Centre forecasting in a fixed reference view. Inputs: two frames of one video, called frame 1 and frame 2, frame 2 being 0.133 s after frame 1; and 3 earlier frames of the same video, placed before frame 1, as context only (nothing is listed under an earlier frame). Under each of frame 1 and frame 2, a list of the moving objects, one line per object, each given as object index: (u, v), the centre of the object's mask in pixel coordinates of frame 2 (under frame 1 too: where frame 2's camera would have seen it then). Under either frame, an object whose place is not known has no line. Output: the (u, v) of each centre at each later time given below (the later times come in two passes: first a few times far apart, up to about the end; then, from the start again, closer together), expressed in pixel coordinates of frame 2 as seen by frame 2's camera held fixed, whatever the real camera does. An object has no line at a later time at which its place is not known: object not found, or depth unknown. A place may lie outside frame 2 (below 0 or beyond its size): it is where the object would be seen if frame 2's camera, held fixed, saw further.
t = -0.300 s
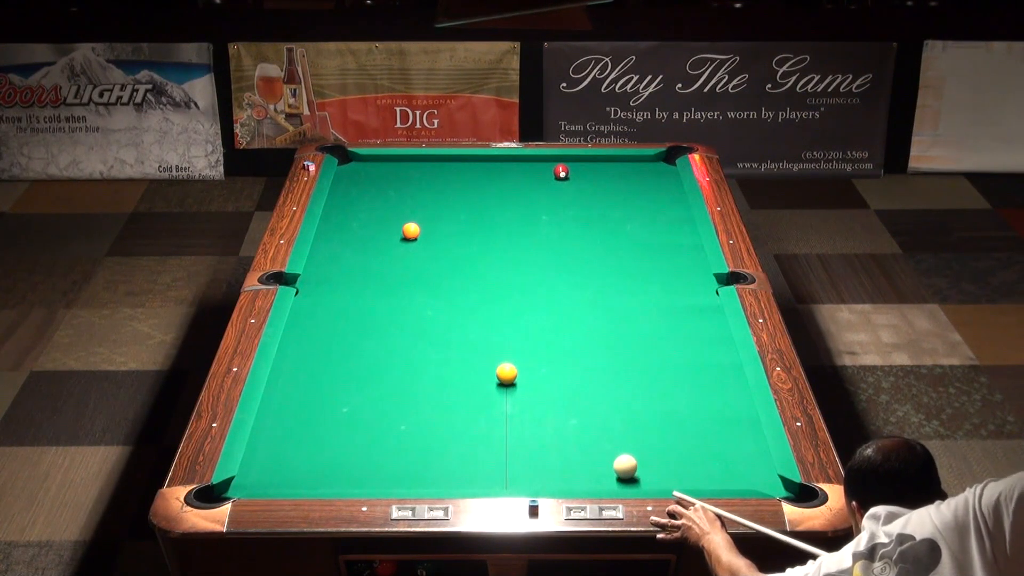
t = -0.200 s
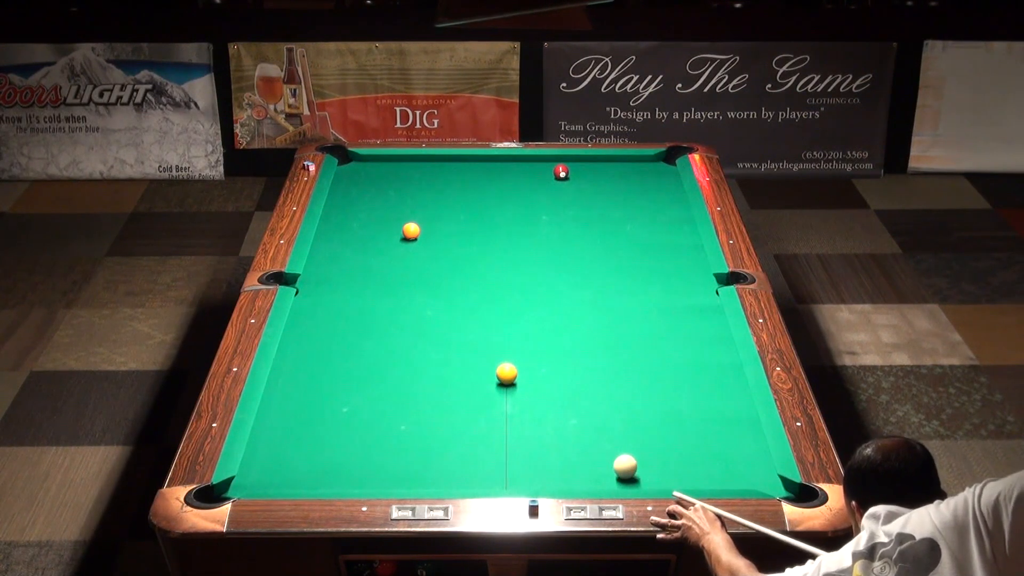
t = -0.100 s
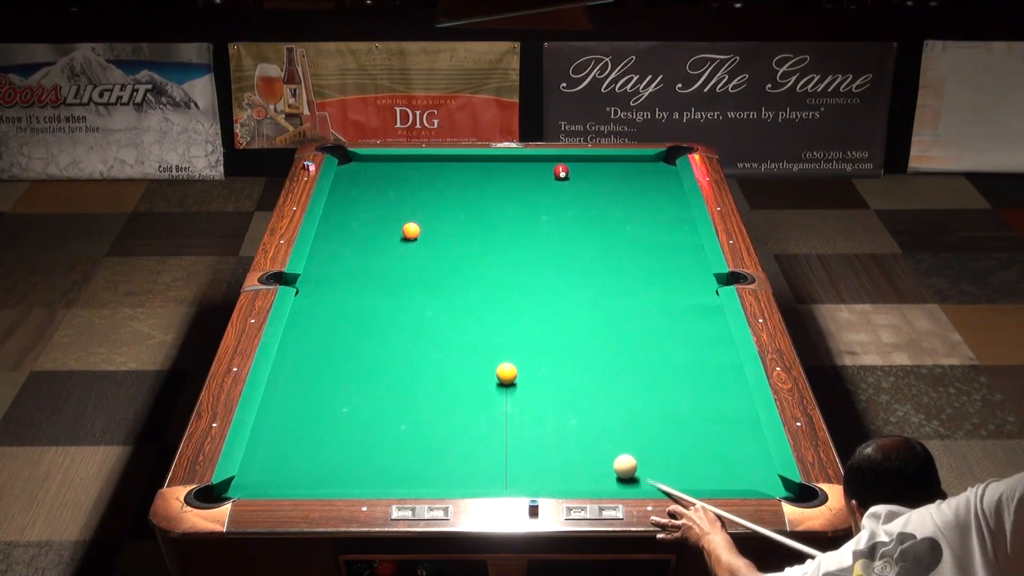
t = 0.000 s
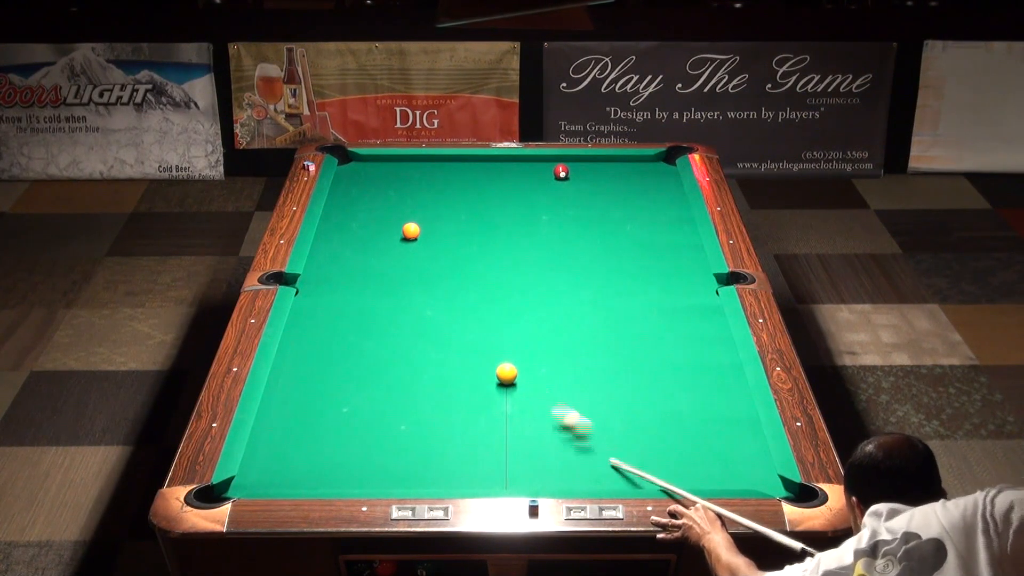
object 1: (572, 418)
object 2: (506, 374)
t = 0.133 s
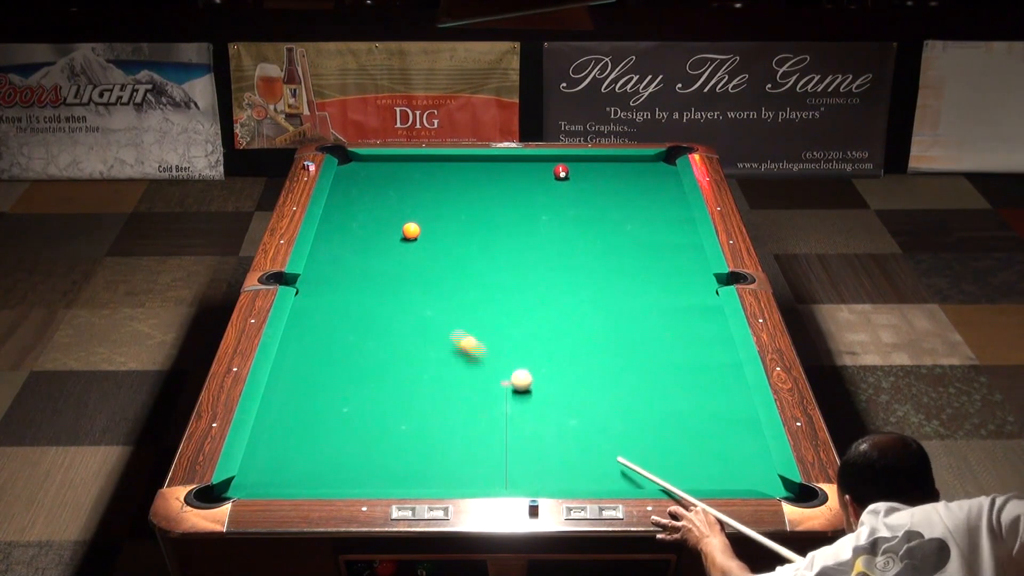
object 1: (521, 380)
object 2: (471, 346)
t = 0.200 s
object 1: (525, 381)
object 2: (431, 319)
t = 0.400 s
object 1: (539, 384)
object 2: (334, 251)
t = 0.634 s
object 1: (554, 388)
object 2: (385, 205)
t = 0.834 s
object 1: (567, 391)
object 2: (431, 174)
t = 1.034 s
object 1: (578, 394)
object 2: (472, 166)
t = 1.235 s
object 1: (588, 397)
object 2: (515, 183)
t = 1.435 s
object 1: (597, 399)
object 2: (560, 200)
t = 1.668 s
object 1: (607, 402)
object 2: (615, 220)
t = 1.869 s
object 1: (614, 404)
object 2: (664, 238)
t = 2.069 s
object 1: (620, 406)
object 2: (686, 256)
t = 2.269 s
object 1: (625, 408)
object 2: (666, 273)
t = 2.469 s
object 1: (629, 409)
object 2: (644, 291)
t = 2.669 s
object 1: (633, 410)
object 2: (623, 309)
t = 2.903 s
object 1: (635, 410)
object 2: (596, 331)
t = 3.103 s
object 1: (637, 411)
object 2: (573, 351)
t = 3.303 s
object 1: (637, 411)
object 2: (549, 372)
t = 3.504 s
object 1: (637, 411)
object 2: (524, 394)
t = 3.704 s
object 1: (637, 411)
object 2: (497, 416)
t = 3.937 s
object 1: (637, 411)
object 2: (465, 444)
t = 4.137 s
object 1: (637, 411)
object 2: (436, 468)
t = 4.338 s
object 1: (637, 411)
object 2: (407, 481)
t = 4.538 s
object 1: (637, 411)
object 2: (382, 471)
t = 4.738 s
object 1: (637, 411)
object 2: (358, 458)
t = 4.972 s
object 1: (637, 411)
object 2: (331, 445)
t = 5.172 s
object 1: (637, 411)
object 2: (311, 435)
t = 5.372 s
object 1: (637, 411)
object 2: (291, 425)
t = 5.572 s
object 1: (637, 411)
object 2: (273, 415)
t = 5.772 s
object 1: (637, 411)
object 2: (278, 408)
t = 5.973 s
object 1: (637, 411)
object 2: (291, 402)
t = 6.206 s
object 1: (637, 411)
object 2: (306, 396)
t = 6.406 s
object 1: (637, 411)
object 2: (317, 390)
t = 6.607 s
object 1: (637, 411)
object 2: (327, 386)
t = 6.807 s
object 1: (637, 411)
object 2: (337, 382)
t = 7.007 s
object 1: (637, 411)
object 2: (346, 378)
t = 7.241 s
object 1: (637, 411)
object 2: (354, 374)
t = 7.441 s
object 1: (637, 411)
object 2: (360, 372)
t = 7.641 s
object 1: (637, 411)
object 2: (365, 370)
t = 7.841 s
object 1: (637, 411)
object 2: (370, 368)
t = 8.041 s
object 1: (637, 411)
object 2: (373, 366)
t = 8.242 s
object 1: (637, 411)
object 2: (376, 365)
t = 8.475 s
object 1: (637, 411)
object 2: (378, 365)
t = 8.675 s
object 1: (637, 411)
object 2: (378, 364)
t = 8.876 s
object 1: (637, 411)
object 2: (378, 364)
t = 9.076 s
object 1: (637, 411)
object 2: (378, 365)
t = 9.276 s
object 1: (637, 411)
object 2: (378, 365)
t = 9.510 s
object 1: (637, 411)
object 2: (378, 365)
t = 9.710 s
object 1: (637, 411)
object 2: (378, 364)
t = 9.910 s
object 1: (637, 411)
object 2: (378, 364)
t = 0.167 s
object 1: (523, 380)
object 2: (450, 332)
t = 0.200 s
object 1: (525, 381)
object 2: (431, 319)
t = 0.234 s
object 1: (528, 381)
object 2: (413, 306)
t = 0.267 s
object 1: (530, 382)
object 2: (395, 294)
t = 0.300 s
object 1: (533, 382)
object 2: (377, 281)
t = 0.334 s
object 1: (535, 383)
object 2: (363, 272)
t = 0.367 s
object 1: (537, 383)
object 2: (348, 260)
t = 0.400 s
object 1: (539, 384)
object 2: (334, 251)
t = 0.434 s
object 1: (541, 385)
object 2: (324, 243)
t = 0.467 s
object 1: (544, 385)
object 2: (331, 235)
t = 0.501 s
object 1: (546, 386)
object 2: (344, 229)
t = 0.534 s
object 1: (548, 386)
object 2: (356, 223)
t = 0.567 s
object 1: (550, 387)
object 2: (366, 217)
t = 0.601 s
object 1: (552, 388)
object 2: (376, 211)
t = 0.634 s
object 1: (554, 388)
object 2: (385, 205)
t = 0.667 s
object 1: (557, 388)
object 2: (393, 200)
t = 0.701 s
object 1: (559, 389)
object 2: (401, 195)
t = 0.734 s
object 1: (561, 390)
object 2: (408, 189)
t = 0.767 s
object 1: (563, 390)
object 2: (416, 184)
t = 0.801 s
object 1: (565, 391)
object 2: (423, 179)
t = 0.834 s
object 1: (567, 391)
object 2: (431, 174)
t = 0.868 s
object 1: (568, 392)
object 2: (437, 169)
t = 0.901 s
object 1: (570, 392)
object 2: (444, 164)
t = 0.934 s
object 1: (572, 392)
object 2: (451, 159)
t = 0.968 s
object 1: (574, 393)
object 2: (458, 160)
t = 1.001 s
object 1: (576, 393)
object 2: (465, 163)
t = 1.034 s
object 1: (578, 394)
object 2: (472, 166)
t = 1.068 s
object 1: (580, 395)
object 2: (479, 170)
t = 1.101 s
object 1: (581, 395)
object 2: (487, 172)
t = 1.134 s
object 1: (583, 396)
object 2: (493, 175)
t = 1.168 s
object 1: (585, 396)
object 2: (501, 178)
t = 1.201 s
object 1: (586, 396)
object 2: (508, 180)
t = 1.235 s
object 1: (588, 397)
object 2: (515, 183)
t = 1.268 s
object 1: (590, 397)
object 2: (523, 186)
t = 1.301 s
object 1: (591, 398)
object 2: (530, 188)
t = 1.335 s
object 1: (593, 398)
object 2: (537, 191)
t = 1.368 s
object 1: (594, 399)
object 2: (545, 194)
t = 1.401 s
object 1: (596, 399)
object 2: (552, 197)
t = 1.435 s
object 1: (597, 399)
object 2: (560, 200)
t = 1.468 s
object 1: (599, 400)
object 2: (567, 202)
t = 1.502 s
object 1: (600, 400)
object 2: (575, 205)
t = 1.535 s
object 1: (601, 401)
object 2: (583, 208)
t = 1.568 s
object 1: (603, 401)
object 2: (591, 210)
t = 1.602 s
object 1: (604, 402)
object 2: (599, 214)
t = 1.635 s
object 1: (605, 402)
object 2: (607, 217)
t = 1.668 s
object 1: (607, 402)
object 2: (615, 220)
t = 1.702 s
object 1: (608, 403)
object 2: (623, 222)
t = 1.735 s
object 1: (609, 403)
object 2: (631, 226)
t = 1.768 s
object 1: (610, 403)
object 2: (639, 229)
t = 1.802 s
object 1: (612, 404)
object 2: (648, 232)
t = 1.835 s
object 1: (613, 404)
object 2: (656, 234)
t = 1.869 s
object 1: (614, 404)
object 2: (664, 238)
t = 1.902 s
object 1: (615, 404)
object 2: (673, 241)
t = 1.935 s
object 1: (616, 405)
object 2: (681, 244)
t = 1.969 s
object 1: (617, 405)
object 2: (690, 247)
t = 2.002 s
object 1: (618, 405)
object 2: (694, 250)
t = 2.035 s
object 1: (619, 406)
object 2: (690, 253)
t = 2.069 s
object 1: (620, 406)
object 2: (686, 256)
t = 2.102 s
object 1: (621, 406)
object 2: (683, 258)
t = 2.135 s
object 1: (622, 406)
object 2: (679, 261)
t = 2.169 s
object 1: (623, 407)
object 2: (676, 264)
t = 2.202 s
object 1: (623, 407)
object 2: (673, 267)
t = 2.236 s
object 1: (624, 407)
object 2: (669, 270)
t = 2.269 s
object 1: (625, 408)
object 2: (666, 273)
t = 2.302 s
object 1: (626, 408)
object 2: (662, 275)
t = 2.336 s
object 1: (626, 408)
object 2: (659, 279)
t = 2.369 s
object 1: (627, 408)
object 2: (655, 282)
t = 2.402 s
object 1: (628, 408)
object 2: (652, 285)
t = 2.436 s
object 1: (629, 409)
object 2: (648, 288)
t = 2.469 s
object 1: (629, 409)
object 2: (644, 291)
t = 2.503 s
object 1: (630, 409)
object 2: (641, 294)
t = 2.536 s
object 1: (630, 409)
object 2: (637, 297)
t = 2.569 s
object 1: (631, 409)
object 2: (633, 300)
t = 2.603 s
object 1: (631, 409)
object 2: (630, 303)
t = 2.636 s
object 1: (632, 409)
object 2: (626, 306)
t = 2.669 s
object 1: (633, 410)
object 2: (623, 309)
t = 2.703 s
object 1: (633, 410)
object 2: (619, 312)
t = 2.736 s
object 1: (633, 410)
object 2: (615, 315)
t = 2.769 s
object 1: (634, 410)
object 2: (612, 319)
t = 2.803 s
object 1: (634, 410)
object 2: (608, 322)
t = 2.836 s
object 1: (635, 410)
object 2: (604, 325)
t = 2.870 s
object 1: (635, 410)
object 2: (600, 328)
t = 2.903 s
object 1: (635, 410)
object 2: (596, 331)
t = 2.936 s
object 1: (635, 410)
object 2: (592, 335)
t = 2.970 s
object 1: (636, 410)
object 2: (588, 338)
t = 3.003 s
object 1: (636, 411)
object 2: (585, 341)
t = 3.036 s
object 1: (636, 411)
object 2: (581, 344)
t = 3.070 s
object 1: (636, 411)
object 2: (577, 348)
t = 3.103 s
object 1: (637, 411)
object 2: (573, 351)
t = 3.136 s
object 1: (637, 411)
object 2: (569, 355)
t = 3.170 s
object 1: (637, 411)
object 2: (565, 358)
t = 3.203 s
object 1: (637, 411)
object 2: (561, 362)
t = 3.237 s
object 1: (637, 411)
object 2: (557, 365)
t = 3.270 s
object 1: (637, 411)
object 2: (553, 369)
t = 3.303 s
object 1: (637, 411)
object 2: (549, 372)
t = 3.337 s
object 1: (637, 411)
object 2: (544, 376)
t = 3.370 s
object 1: (637, 411)
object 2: (540, 379)
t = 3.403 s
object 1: (637, 411)
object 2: (536, 383)
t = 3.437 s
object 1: (637, 411)
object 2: (532, 387)
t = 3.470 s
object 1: (637, 411)
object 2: (527, 390)
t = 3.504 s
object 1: (637, 411)
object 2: (524, 394)
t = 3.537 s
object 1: (637, 411)
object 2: (519, 398)
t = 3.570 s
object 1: (637, 411)
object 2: (514, 402)
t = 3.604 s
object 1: (637, 411)
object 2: (510, 406)
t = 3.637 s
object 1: (637, 411)
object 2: (506, 409)
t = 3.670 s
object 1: (637, 411)
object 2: (502, 413)
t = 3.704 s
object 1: (637, 411)
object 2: (497, 416)
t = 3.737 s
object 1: (637, 411)
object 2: (493, 420)
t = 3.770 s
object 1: (637, 411)
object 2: (488, 424)
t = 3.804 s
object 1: (637, 411)
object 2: (484, 428)
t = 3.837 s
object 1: (637, 411)
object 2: (479, 432)
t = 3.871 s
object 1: (637, 411)
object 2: (474, 436)
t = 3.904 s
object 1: (637, 411)
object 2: (470, 440)
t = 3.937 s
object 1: (637, 411)
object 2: (465, 444)
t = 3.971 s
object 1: (637, 411)
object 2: (460, 448)
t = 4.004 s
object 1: (637, 411)
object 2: (456, 452)
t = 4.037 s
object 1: (637, 411)
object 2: (451, 456)
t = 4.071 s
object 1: (637, 411)
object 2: (446, 460)
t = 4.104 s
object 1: (637, 411)
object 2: (441, 464)
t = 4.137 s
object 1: (637, 411)
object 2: (436, 468)
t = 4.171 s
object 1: (637, 411)
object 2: (432, 472)
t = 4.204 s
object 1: (637, 411)
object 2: (427, 476)
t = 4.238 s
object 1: (637, 411)
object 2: (422, 479)
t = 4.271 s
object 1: (637, 411)
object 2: (417, 481)
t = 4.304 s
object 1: (637, 411)
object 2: (412, 482)
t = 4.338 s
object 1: (637, 411)
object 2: (407, 481)
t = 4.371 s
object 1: (637, 411)
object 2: (403, 480)
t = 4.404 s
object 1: (637, 411)
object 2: (399, 478)
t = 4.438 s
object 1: (637, 411)
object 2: (394, 477)
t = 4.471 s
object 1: (637, 411)
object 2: (390, 474)
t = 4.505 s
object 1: (637, 411)
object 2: (386, 473)
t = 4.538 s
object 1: (637, 411)
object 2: (382, 471)
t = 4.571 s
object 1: (637, 411)
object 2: (378, 468)
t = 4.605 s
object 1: (637, 411)
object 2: (374, 466)
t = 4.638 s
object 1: (637, 411)
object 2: (370, 464)
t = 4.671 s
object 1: (637, 411)
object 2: (365, 463)
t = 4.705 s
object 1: (637, 411)
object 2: (362, 460)
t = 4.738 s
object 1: (637, 411)
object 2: (358, 458)
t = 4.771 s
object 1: (637, 411)
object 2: (354, 457)
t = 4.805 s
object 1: (637, 411)
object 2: (350, 454)
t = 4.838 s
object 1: (637, 411)
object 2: (346, 452)
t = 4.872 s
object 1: (637, 411)
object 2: (342, 451)
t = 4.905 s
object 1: (637, 411)
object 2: (339, 449)
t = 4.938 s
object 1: (637, 411)
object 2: (335, 447)
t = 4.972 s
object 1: (637, 411)
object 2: (331, 445)
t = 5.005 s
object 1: (637, 411)
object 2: (328, 444)
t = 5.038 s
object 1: (637, 411)
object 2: (325, 442)
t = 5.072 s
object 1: (637, 411)
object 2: (321, 440)
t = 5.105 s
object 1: (637, 411)
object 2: (317, 438)
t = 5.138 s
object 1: (637, 411)
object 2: (314, 436)
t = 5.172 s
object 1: (637, 411)
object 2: (311, 435)
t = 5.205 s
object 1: (637, 411)
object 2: (307, 433)
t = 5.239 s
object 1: (637, 411)
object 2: (304, 431)
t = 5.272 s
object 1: (637, 411)
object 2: (301, 429)
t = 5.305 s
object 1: (637, 411)
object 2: (297, 428)
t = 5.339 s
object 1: (637, 411)
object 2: (294, 426)
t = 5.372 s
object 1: (637, 411)
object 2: (291, 425)
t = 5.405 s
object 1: (637, 411)
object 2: (288, 423)
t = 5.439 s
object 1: (637, 411)
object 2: (285, 421)
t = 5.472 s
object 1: (637, 411)
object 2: (282, 420)
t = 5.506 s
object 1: (637, 411)
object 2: (279, 419)
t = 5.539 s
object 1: (637, 411)
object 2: (276, 417)
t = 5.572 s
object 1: (637, 411)
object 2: (273, 415)
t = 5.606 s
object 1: (637, 411)
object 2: (270, 414)
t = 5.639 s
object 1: (637, 411)
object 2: (268, 413)
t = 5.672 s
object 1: (637, 411)
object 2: (270, 412)
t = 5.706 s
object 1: (637, 411)
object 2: (273, 411)
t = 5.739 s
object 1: (637, 411)
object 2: (275, 409)
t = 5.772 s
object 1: (637, 411)
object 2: (278, 408)
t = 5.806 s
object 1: (637, 411)
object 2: (280, 407)
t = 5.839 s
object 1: (637, 411)
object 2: (282, 406)
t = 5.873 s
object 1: (637, 411)
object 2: (284, 405)
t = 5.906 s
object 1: (637, 411)
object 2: (287, 404)
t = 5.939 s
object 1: (637, 411)
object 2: (289, 403)
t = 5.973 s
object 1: (637, 411)
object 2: (291, 402)
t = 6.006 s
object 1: (637, 411)
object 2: (294, 401)
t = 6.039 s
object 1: (637, 411)
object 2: (296, 400)
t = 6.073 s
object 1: (637, 411)
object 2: (298, 399)
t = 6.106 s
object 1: (637, 411)
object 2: (300, 398)
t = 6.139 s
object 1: (637, 411)
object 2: (302, 397)
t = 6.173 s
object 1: (637, 411)
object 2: (304, 397)
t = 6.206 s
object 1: (637, 411)
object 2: (306, 396)
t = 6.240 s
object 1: (637, 411)
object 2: (308, 395)
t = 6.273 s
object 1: (637, 411)
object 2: (310, 394)
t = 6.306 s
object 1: (637, 411)
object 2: (312, 393)
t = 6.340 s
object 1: (637, 411)
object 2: (313, 392)
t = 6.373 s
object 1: (637, 411)
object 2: (315, 391)
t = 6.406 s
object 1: (637, 411)
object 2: (317, 390)
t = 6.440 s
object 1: (637, 411)
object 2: (319, 390)
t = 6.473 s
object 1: (637, 411)
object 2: (321, 389)
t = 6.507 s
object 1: (637, 411)
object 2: (322, 388)
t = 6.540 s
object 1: (637, 411)
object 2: (324, 387)
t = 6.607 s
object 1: (637, 411)
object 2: (327, 386)
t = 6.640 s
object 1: (637, 411)
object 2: (329, 385)
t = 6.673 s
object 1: (637, 411)
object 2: (331, 384)
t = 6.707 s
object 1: (637, 411)
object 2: (332, 384)
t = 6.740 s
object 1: (637, 411)
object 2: (334, 383)
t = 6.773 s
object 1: (637, 411)
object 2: (335, 382)
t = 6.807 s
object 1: (637, 411)
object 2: (337, 382)
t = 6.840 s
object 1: (637, 411)
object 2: (339, 381)
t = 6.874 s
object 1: (637, 411)
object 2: (340, 381)
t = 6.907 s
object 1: (637, 411)
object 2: (341, 380)
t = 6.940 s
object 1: (637, 411)
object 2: (343, 380)
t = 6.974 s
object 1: (637, 411)
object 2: (344, 379)
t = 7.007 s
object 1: (637, 411)
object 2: (346, 378)
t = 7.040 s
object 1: (637, 411)
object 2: (347, 378)
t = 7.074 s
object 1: (637, 411)
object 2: (348, 377)
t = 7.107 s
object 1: (637, 411)
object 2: (349, 376)
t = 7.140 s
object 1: (637, 411)
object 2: (350, 376)
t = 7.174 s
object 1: (637, 411)
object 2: (352, 375)
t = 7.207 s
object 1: (637, 411)
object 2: (353, 375)
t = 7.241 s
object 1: (637, 411)
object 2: (354, 374)
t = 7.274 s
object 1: (637, 411)
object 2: (355, 374)
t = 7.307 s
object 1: (637, 411)
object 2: (356, 373)
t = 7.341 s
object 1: (637, 411)
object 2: (357, 373)
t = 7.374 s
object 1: (637, 411)
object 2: (358, 373)
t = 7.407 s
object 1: (637, 411)
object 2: (359, 372)
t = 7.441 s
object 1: (637, 411)
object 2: (360, 372)
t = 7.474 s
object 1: (637, 411)
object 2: (361, 371)
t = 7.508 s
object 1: (637, 411)
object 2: (362, 371)
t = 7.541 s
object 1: (637, 411)
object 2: (363, 371)
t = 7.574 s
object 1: (637, 411)
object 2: (363, 370)
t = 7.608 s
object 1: (637, 411)
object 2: (364, 370)
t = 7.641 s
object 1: (637, 411)
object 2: (365, 370)
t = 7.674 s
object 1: (637, 411)
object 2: (366, 369)
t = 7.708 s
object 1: (637, 411)
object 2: (367, 369)
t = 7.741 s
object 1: (637, 411)
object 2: (368, 369)
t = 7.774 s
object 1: (637, 411)
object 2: (368, 368)
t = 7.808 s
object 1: (637, 411)
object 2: (369, 368)
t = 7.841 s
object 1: (637, 411)
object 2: (370, 368)
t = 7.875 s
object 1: (637, 411)
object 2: (370, 367)
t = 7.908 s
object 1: (637, 411)
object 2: (371, 367)
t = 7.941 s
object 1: (637, 411)
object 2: (371, 367)
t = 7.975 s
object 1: (637, 411)
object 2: (372, 367)
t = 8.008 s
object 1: (637, 411)
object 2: (373, 367)
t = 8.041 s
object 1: (637, 411)
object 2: (373, 366)
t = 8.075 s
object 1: (637, 411)
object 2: (374, 366)
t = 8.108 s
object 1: (637, 411)
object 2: (374, 366)
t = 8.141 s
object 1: (637, 411)
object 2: (374, 366)
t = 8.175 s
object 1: (637, 411)
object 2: (375, 366)
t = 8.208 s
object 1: (637, 411)
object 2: (375, 365)
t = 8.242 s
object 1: (637, 411)
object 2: (376, 365)
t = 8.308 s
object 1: (637, 411)
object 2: (376, 365)
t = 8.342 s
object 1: (637, 411)
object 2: (377, 365)
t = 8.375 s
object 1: (637, 411)
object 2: (377, 365)
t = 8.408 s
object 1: (637, 411)
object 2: (377, 365)
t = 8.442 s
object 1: (637, 411)
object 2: (377, 365)
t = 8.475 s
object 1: (637, 411)
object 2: (378, 365)
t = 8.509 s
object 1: (637, 411)
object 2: (378, 365)
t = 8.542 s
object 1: (637, 411)
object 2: (378, 364)
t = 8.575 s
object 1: (637, 411)
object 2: (378, 364)
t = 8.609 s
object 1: (637, 411)
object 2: (378, 364)
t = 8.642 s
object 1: (637, 411)
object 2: (378, 364)
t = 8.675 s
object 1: (637, 411)
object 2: (378, 364)
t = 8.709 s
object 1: (637, 411)
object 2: (378, 364)
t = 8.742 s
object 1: (637, 411)
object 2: (378, 364)
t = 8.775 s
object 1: (637, 411)
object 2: (378, 364)
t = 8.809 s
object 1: (637, 411)
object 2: (378, 364)
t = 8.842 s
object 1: (637, 411)
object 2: (378, 364)
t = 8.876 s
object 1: (637, 411)
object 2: (378, 364)
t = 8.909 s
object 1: (637, 411)
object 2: (378, 364)
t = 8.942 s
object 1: (637, 411)
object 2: (378, 364)
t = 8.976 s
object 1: (637, 411)
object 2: (378, 365)
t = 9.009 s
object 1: (637, 411)
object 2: (378, 364)
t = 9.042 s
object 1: (637, 411)
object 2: (378, 365)
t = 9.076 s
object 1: (637, 411)
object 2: (378, 365)
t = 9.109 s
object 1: (637, 411)
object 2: (378, 365)
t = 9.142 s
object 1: (637, 411)
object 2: (378, 365)
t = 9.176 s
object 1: (637, 411)
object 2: (378, 365)
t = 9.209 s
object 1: (637, 411)
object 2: (378, 364)
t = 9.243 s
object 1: (637, 411)
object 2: (378, 365)
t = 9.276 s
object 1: (637, 411)
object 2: (378, 365)
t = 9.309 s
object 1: (637, 411)
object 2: (378, 365)
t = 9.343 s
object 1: (637, 411)
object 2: (378, 365)
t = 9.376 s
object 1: (637, 411)
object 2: (378, 364)
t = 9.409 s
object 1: (637, 411)
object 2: (378, 364)
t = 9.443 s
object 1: (637, 411)
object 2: (378, 365)
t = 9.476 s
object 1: (637, 411)
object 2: (378, 364)
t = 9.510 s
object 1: (637, 411)
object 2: (378, 365)
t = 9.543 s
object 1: (637, 411)
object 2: (378, 364)
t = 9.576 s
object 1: (637, 411)
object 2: (378, 364)
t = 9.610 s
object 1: (637, 411)
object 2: (378, 365)
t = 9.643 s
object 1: (637, 411)
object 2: (378, 364)
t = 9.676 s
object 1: (637, 411)
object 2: (378, 364)
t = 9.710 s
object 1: (637, 411)
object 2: (378, 364)
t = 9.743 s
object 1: (637, 411)
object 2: (378, 364)
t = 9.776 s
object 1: (637, 411)
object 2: (378, 364)
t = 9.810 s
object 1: (637, 411)
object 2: (378, 364)
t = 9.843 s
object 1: (637, 411)
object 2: (378, 364)
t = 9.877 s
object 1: (637, 411)
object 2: (378, 364)
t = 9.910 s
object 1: (637, 411)
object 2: (378, 364)
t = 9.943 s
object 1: (637, 411)
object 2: (378, 365)
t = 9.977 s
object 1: (637, 411)
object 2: (378, 364)
